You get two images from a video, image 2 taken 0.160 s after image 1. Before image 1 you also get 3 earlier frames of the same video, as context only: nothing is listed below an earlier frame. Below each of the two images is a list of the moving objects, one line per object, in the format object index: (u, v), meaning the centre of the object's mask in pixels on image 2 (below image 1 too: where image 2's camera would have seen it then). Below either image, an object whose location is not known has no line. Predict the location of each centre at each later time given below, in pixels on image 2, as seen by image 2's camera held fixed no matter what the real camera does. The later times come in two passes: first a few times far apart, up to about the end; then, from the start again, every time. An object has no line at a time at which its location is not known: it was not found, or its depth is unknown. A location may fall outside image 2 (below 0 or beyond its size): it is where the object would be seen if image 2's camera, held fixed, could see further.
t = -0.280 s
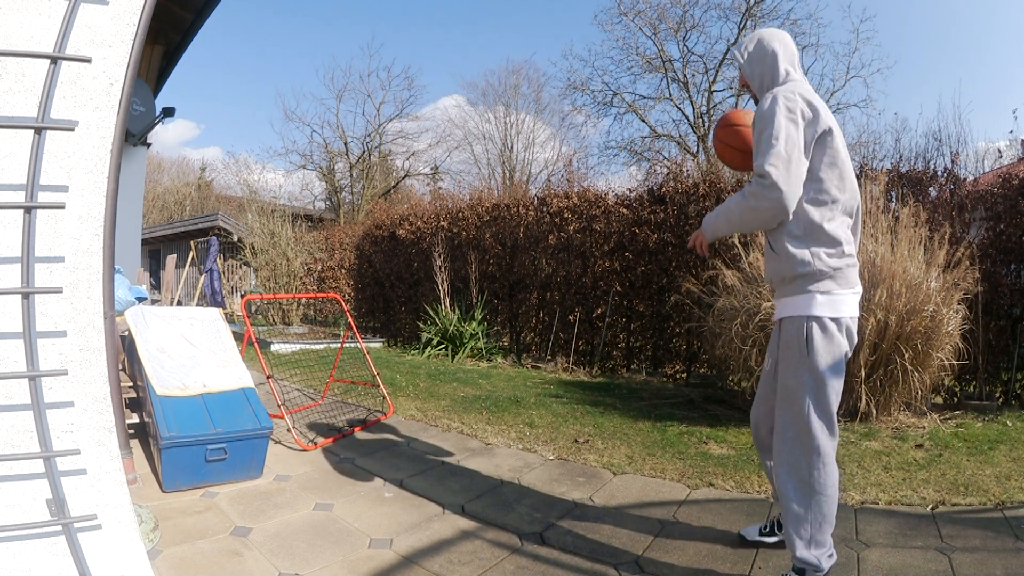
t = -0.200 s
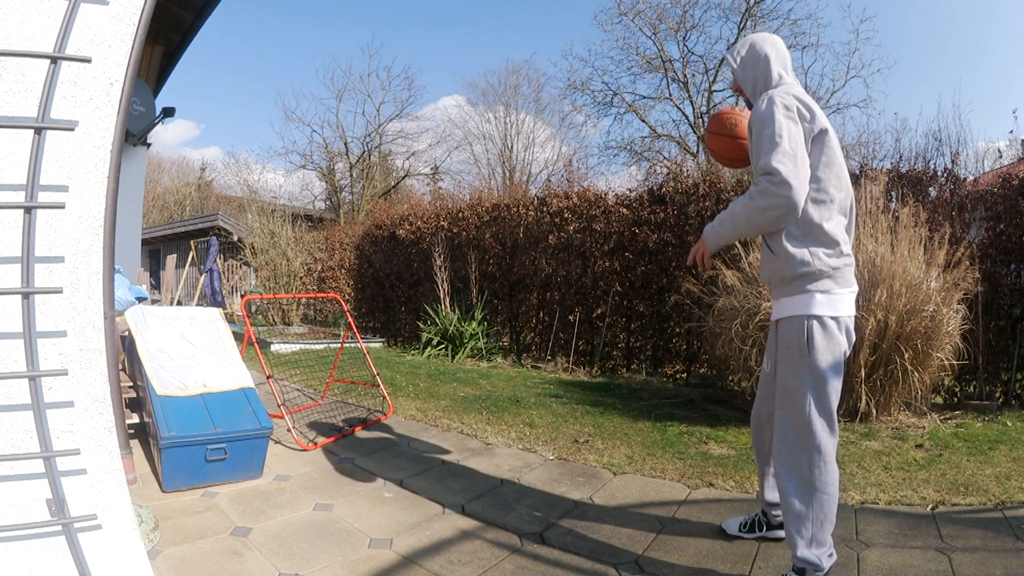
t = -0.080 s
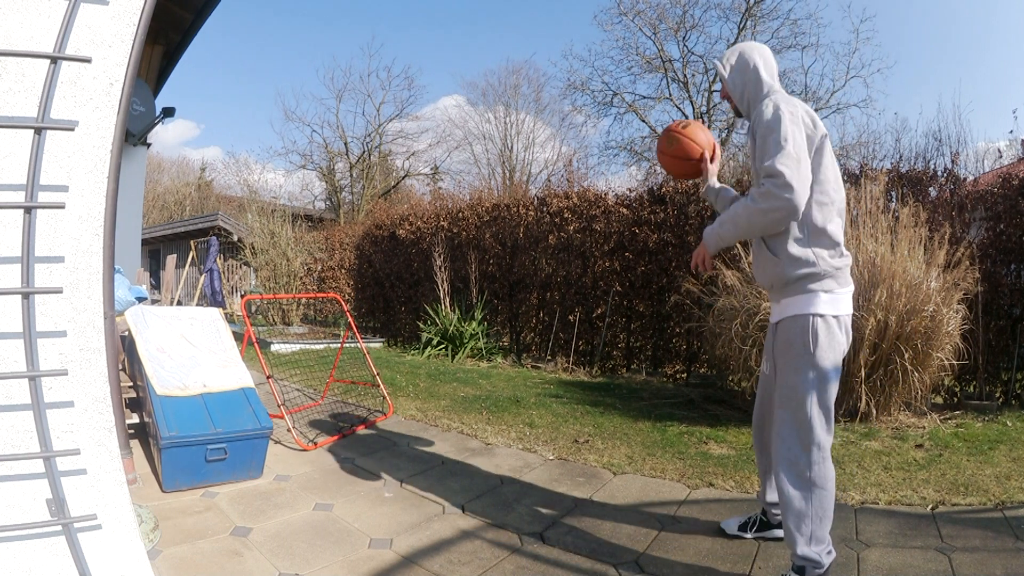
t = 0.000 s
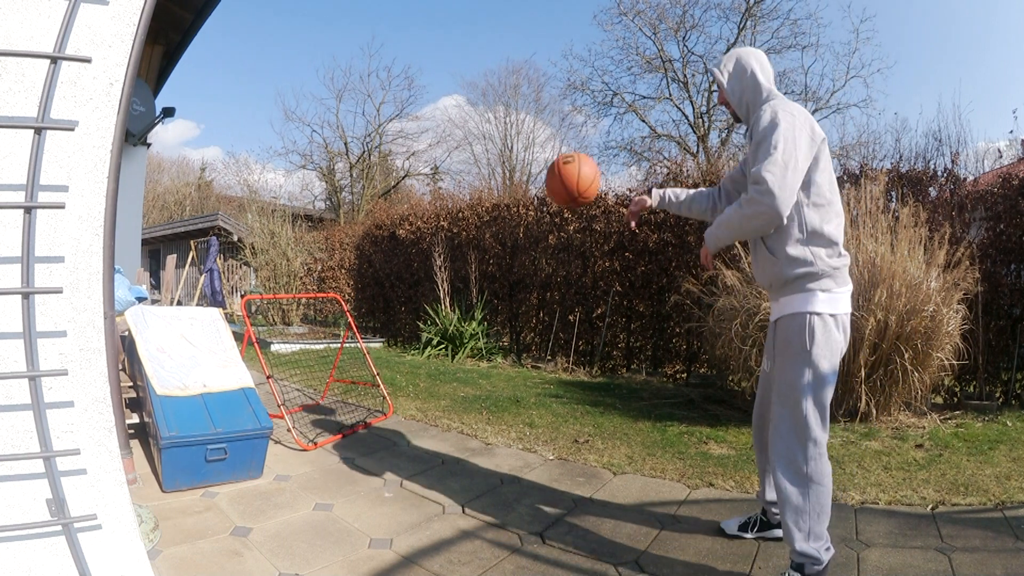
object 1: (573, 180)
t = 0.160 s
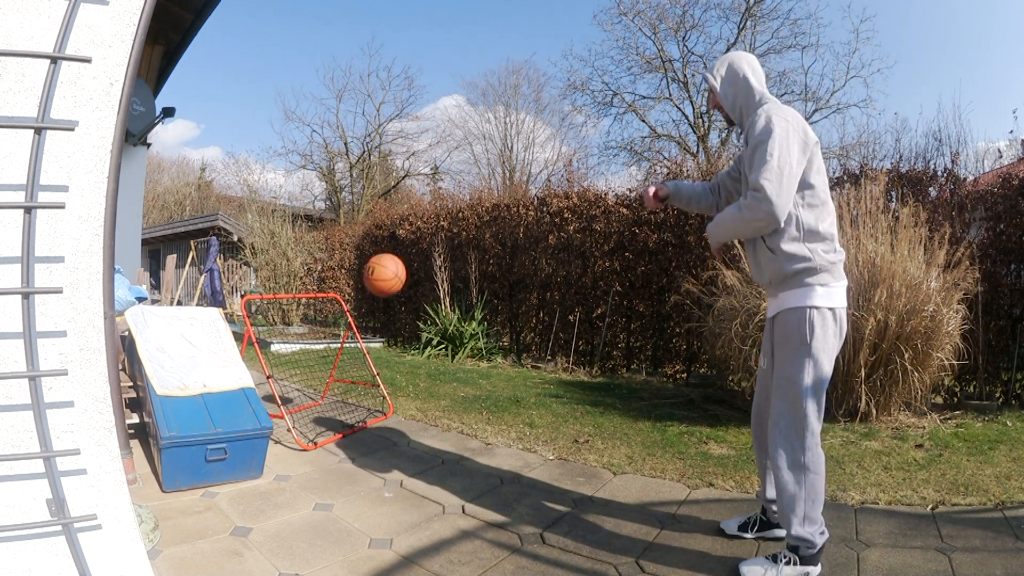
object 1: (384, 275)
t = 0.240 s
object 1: (326, 321)
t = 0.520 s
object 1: (444, 327)
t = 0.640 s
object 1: (537, 347)
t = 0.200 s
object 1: (353, 298)
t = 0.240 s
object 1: (326, 321)
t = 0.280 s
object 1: (306, 343)
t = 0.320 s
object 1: (316, 343)
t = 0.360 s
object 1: (339, 336)
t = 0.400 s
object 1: (362, 330)
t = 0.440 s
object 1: (388, 327)
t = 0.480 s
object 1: (415, 325)
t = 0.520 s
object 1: (444, 327)
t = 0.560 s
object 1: (474, 330)
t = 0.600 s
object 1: (505, 337)
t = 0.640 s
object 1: (537, 347)
